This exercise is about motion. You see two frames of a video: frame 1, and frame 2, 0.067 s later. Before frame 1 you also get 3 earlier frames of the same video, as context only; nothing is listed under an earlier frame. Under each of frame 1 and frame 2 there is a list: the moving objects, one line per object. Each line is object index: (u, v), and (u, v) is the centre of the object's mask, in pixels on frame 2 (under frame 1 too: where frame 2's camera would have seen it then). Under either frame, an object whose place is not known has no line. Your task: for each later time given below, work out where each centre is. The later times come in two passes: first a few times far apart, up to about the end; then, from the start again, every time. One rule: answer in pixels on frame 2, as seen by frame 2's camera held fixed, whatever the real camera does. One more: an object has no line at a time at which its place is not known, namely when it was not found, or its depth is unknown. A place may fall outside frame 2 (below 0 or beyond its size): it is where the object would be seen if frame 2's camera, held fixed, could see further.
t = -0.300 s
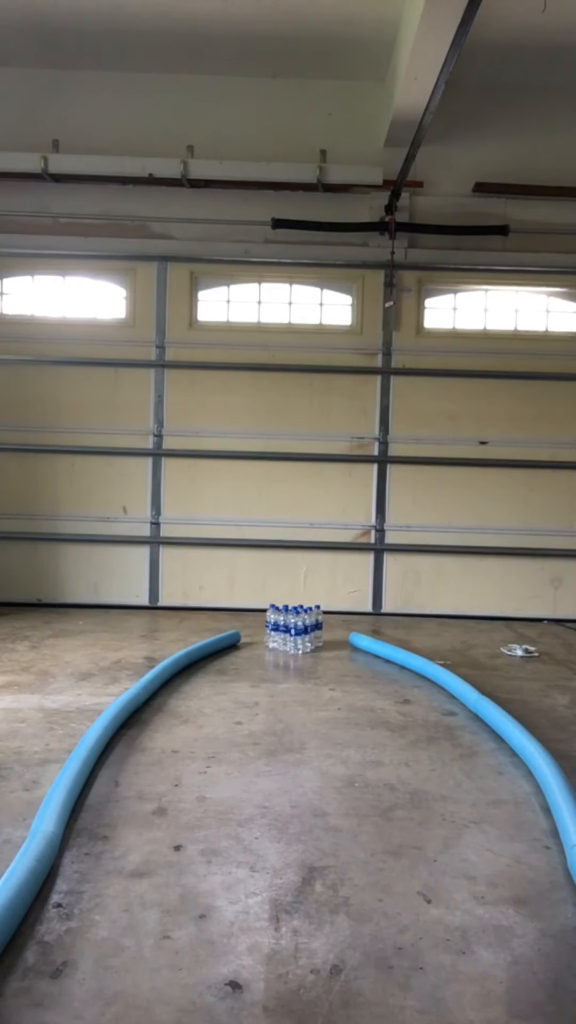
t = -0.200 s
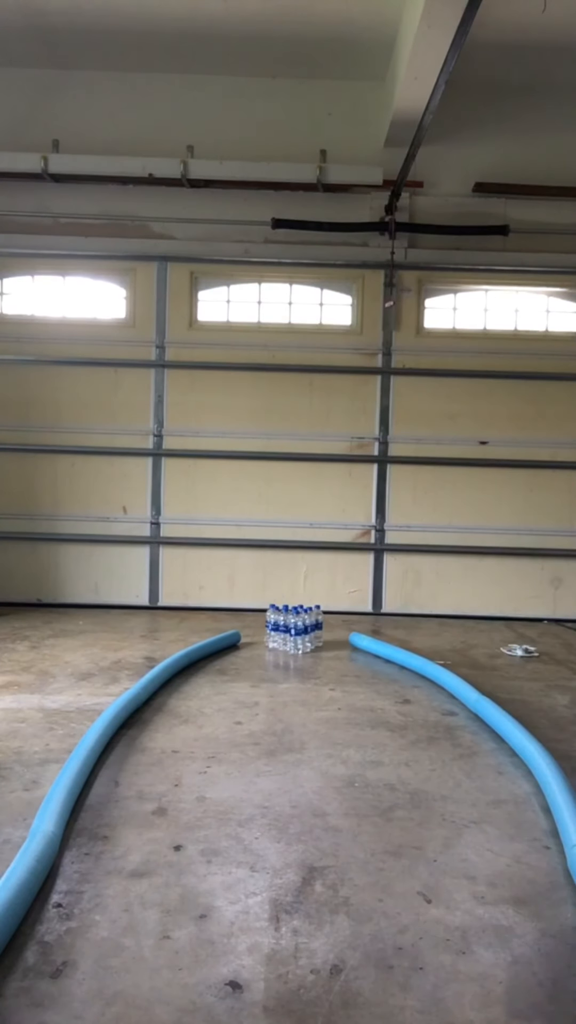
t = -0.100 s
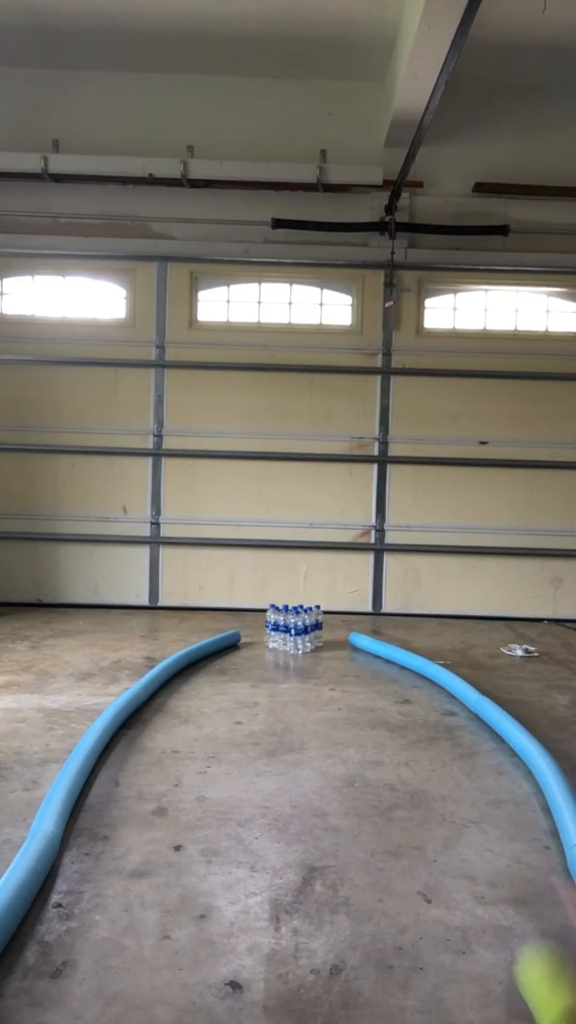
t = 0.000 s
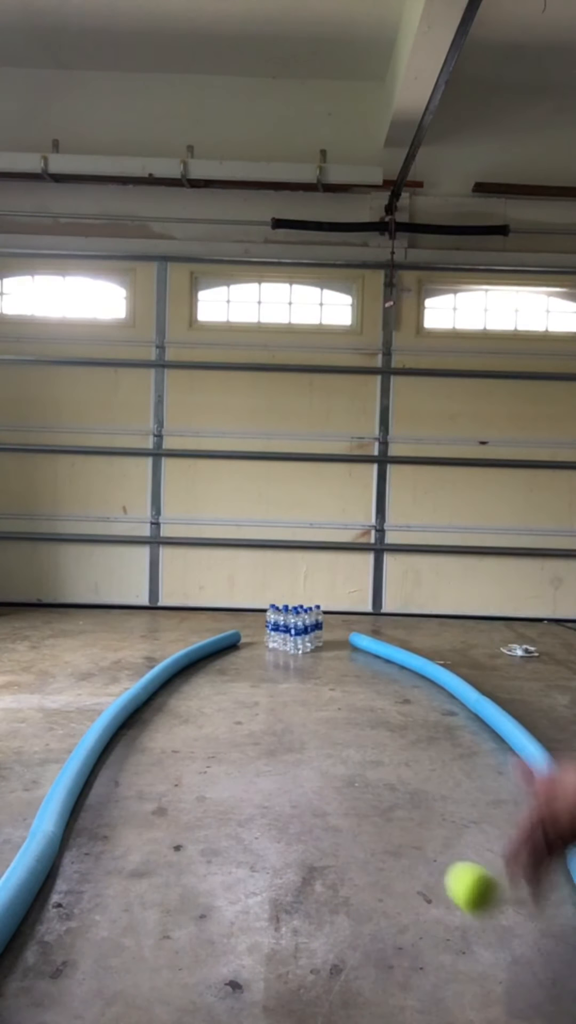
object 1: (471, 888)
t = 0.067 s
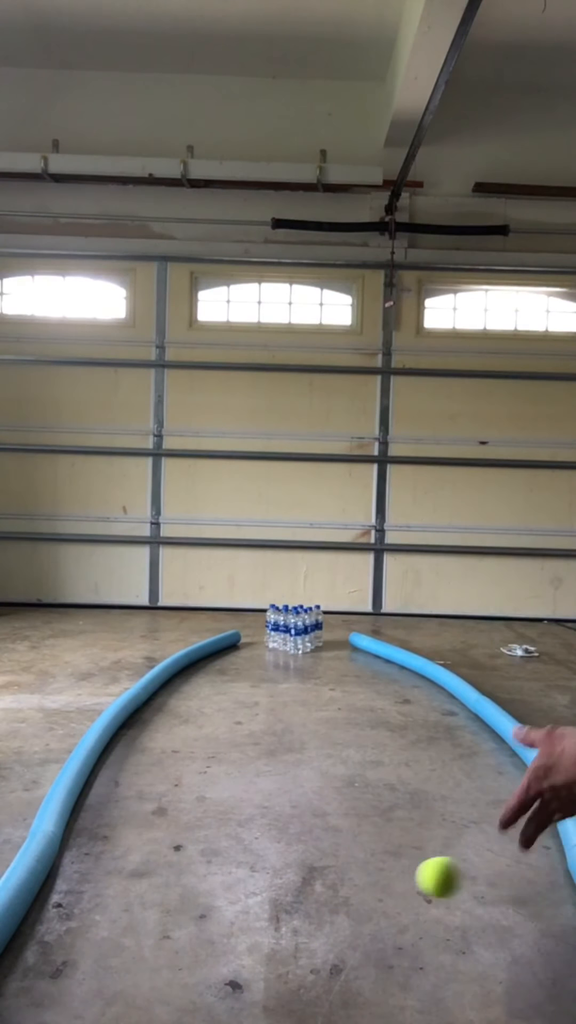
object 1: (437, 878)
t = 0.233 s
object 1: (398, 774)
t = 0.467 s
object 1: (372, 716)
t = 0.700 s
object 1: (356, 668)
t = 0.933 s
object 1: (342, 657)
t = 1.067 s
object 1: (337, 640)
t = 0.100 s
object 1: (424, 882)
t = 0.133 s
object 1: (412, 883)
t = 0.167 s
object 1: (406, 844)
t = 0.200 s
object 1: (401, 805)
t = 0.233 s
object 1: (398, 774)
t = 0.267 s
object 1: (394, 750)
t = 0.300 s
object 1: (390, 732)
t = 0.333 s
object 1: (387, 720)
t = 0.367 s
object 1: (383, 714)
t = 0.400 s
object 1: (380, 710)
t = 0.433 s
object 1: (376, 711)
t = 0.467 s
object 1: (372, 716)
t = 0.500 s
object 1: (369, 723)
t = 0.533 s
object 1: (366, 733)
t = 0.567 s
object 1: (364, 720)
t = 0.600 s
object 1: (362, 701)
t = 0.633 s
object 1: (360, 686)
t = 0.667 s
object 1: (358, 675)
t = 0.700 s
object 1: (356, 668)
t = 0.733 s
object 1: (354, 664)
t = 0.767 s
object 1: (353, 663)
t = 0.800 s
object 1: (350, 664)
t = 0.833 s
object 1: (348, 669)
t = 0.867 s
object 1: (346, 675)
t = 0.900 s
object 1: (343, 669)
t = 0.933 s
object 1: (342, 657)
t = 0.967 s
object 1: (341, 649)
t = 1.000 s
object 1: (339, 643)
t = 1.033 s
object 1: (338, 640)
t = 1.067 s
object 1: (337, 640)
